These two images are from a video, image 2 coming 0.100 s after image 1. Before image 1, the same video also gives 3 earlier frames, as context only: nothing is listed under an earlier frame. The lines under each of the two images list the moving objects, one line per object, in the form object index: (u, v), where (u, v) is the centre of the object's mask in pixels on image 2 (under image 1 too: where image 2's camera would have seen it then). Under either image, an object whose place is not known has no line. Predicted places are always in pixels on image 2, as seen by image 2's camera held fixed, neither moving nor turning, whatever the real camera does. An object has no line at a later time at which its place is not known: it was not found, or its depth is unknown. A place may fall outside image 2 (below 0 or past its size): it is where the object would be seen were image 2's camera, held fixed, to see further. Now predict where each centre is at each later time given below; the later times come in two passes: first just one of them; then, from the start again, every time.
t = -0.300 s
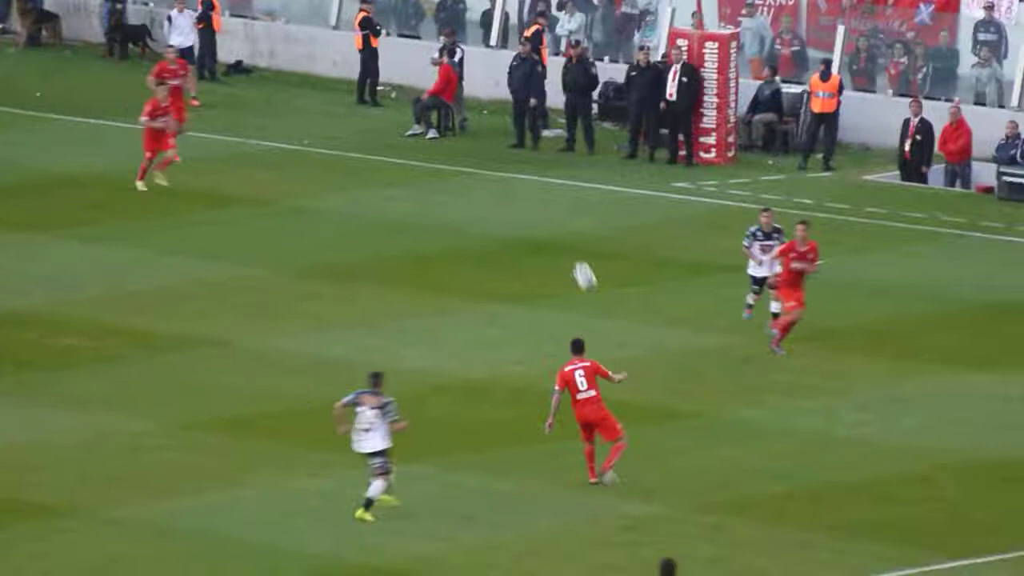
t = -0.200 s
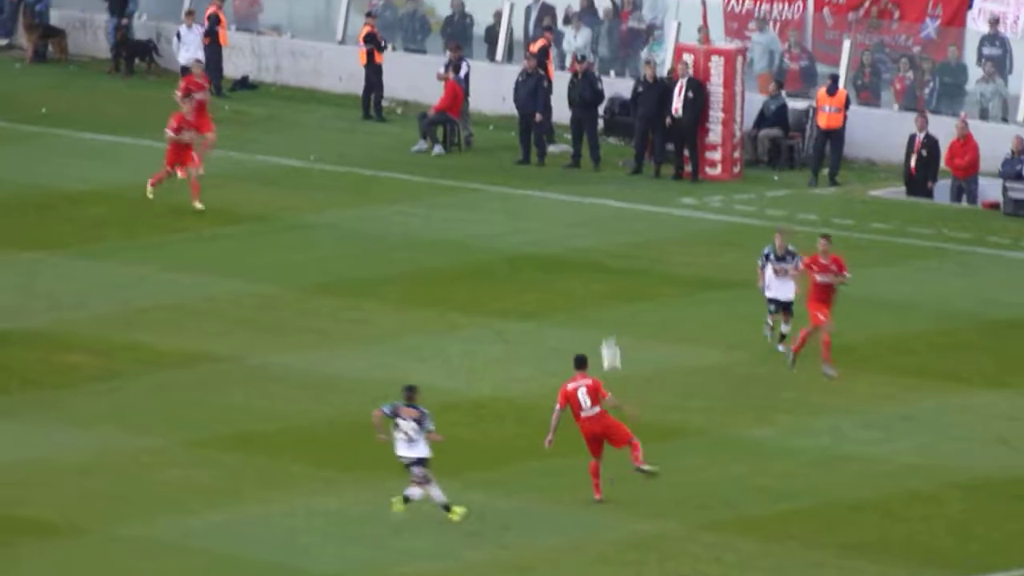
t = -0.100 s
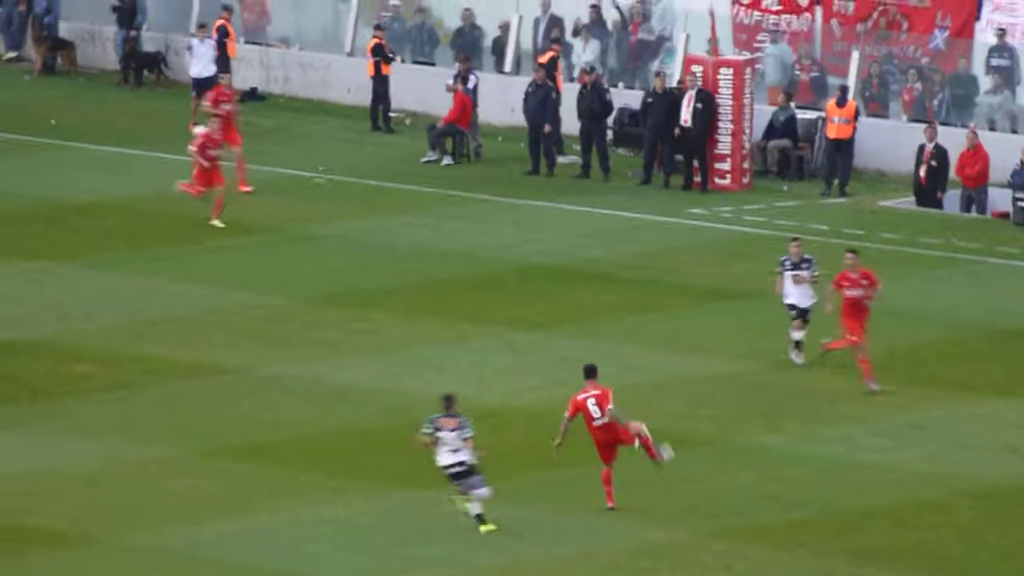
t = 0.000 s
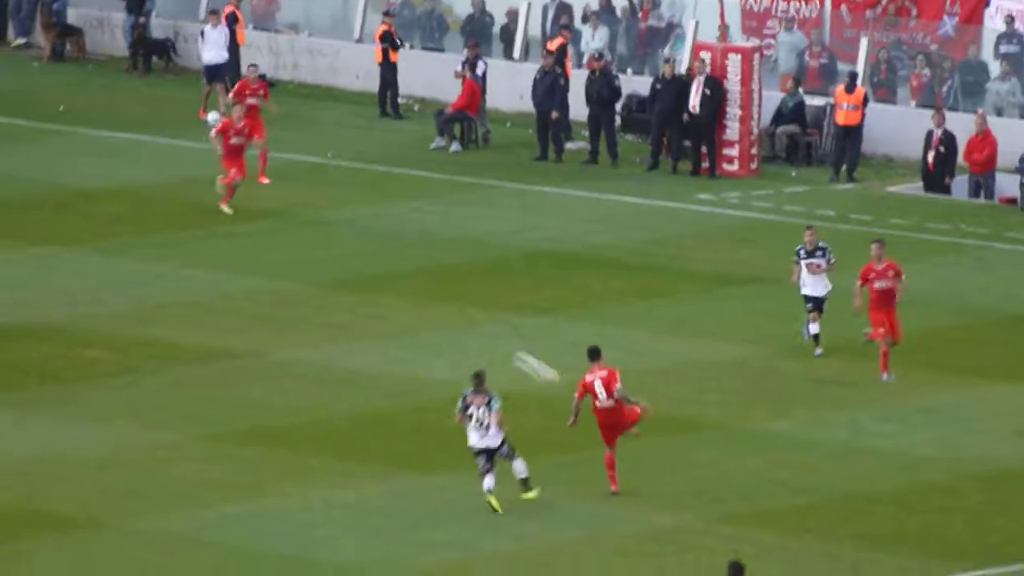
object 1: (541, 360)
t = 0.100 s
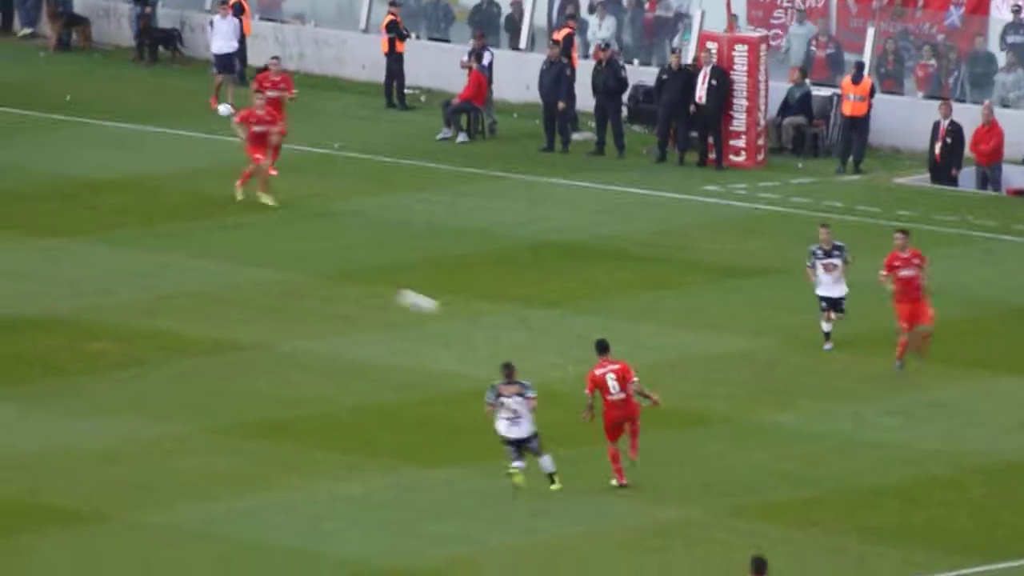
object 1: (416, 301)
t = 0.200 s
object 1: (295, 255)
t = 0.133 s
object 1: (376, 285)
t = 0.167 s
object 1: (335, 270)
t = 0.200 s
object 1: (295, 255)
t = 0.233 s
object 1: (255, 242)
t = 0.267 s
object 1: (215, 229)
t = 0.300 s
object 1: (177, 217)
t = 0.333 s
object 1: (138, 209)
